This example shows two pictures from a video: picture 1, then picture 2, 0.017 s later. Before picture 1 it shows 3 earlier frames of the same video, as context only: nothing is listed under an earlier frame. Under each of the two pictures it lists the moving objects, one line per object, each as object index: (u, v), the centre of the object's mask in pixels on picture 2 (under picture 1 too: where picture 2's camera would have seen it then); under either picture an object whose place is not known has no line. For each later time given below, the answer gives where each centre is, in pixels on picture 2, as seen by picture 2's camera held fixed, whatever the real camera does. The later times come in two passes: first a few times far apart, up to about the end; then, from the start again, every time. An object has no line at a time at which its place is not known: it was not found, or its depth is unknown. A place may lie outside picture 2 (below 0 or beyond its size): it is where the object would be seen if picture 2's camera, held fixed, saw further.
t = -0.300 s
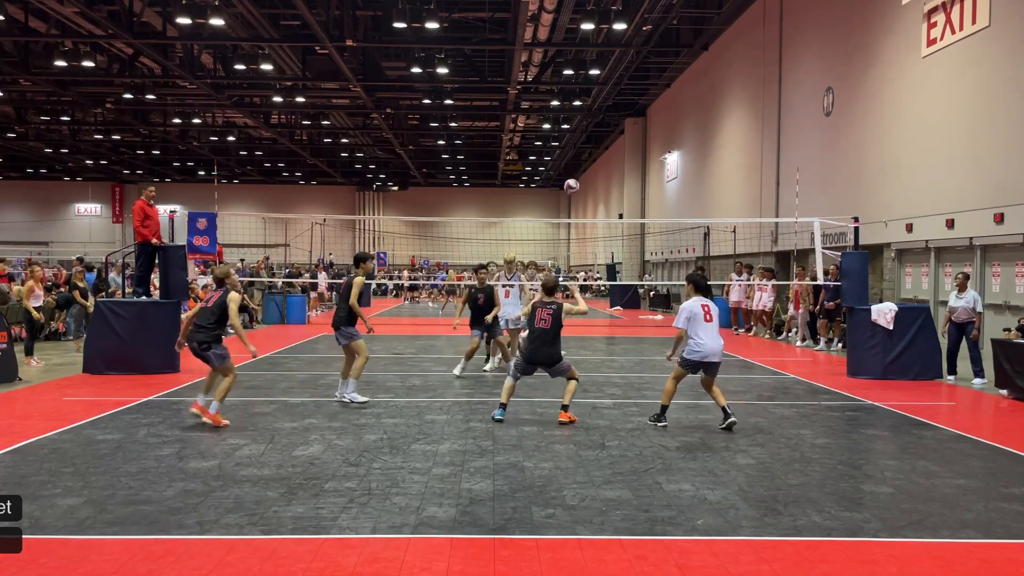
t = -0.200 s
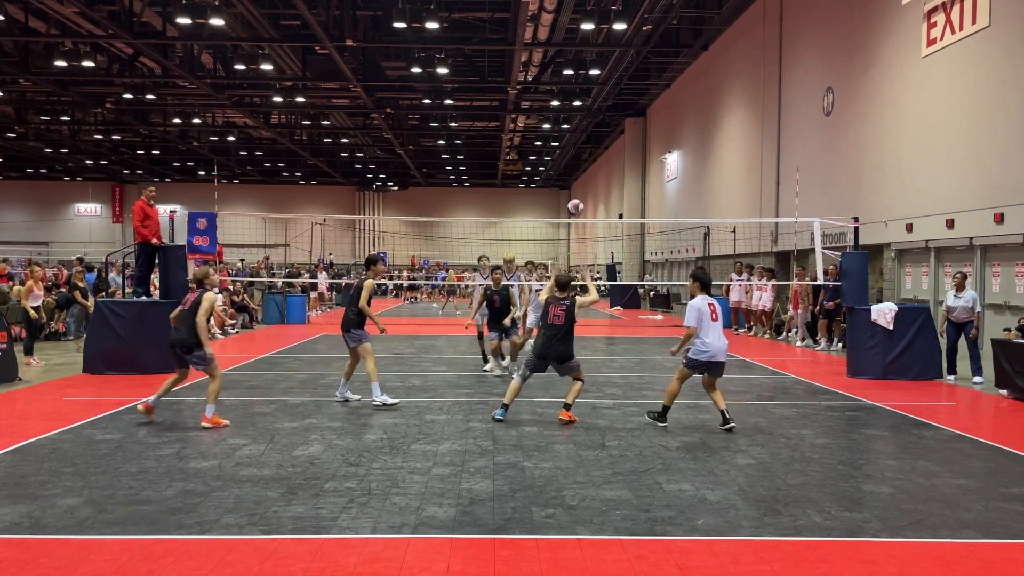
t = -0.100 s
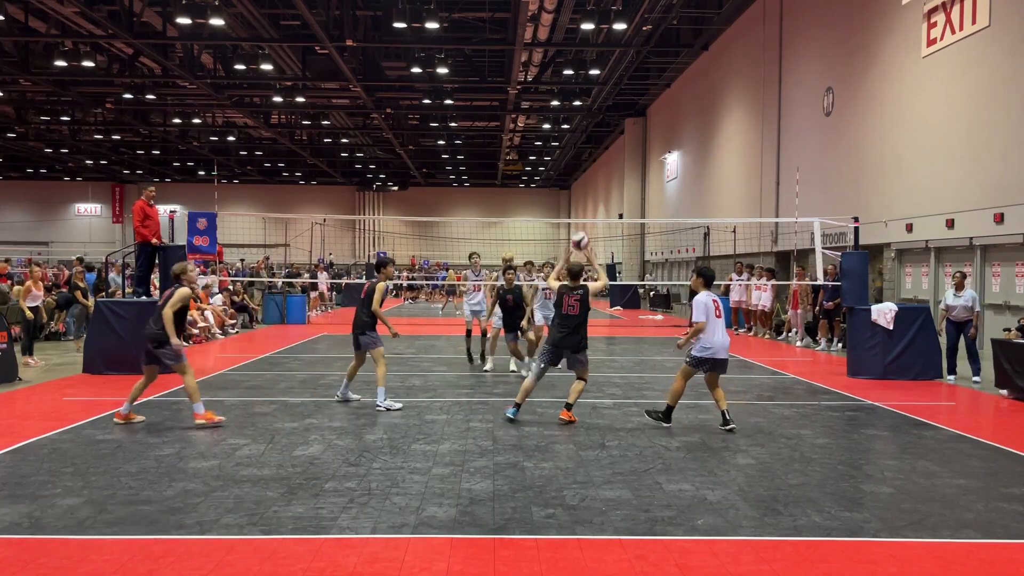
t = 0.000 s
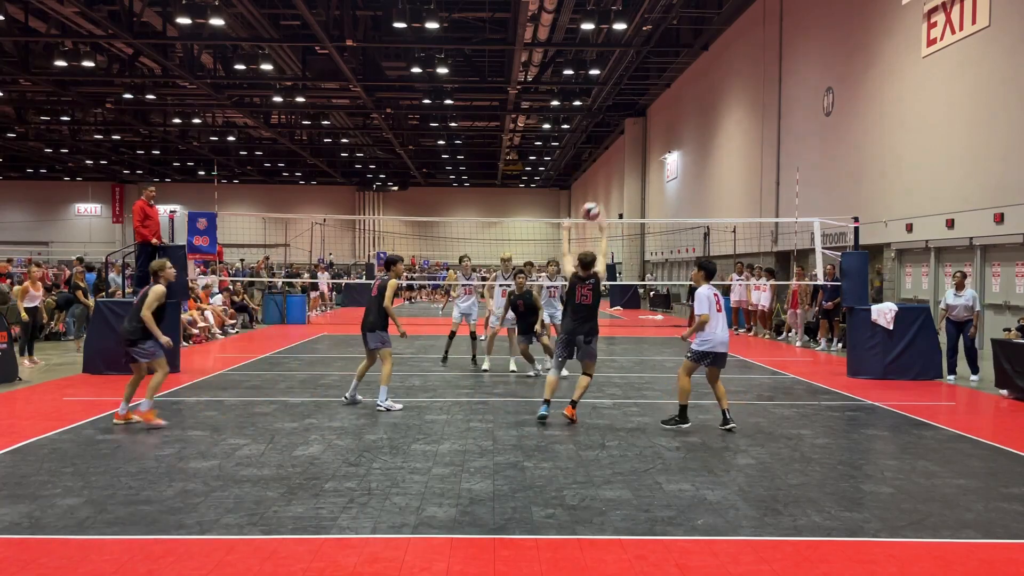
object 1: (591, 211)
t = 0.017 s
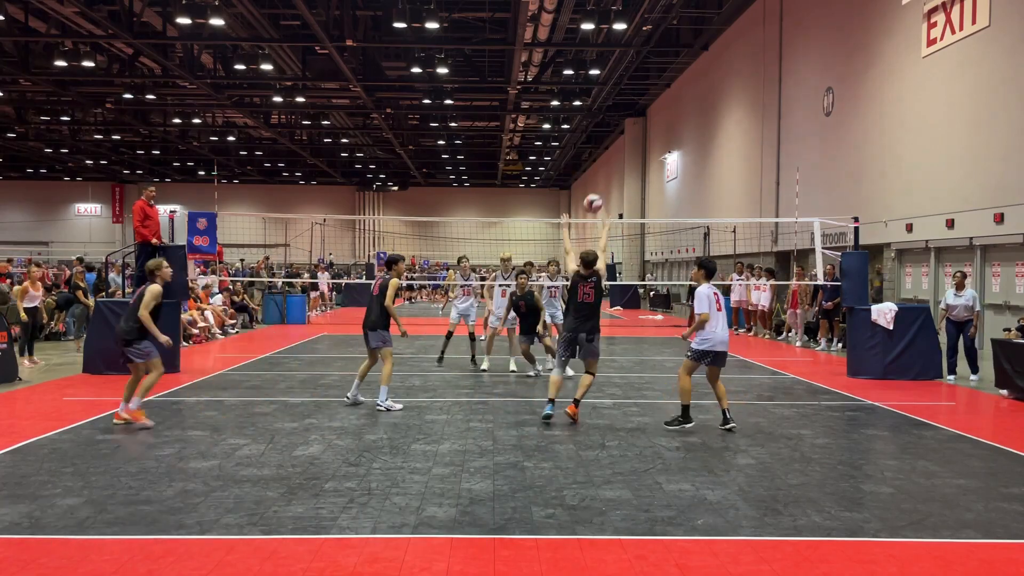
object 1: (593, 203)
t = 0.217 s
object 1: (619, 134)
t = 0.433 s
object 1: (644, 105)
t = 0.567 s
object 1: (658, 106)
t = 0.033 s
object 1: (595, 196)
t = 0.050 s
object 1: (598, 188)
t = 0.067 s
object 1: (601, 181)
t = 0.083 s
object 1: (603, 175)
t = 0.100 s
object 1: (605, 169)
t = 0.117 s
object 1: (607, 163)
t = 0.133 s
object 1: (610, 157)
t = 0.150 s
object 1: (611, 152)
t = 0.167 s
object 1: (613, 147)
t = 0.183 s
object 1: (615, 142)
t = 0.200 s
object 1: (617, 138)
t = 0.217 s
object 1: (619, 134)
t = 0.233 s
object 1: (621, 131)
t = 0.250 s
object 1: (624, 127)
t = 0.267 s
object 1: (626, 124)
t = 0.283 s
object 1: (628, 120)
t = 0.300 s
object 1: (630, 118)
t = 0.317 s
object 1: (632, 115)
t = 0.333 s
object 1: (634, 113)
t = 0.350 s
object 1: (635, 111)
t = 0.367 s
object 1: (637, 109)
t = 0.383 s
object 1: (639, 108)
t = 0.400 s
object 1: (641, 107)
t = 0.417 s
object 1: (643, 106)
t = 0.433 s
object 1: (644, 105)
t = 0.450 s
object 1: (646, 104)
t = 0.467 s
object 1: (648, 104)
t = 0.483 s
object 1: (649, 104)
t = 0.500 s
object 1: (651, 104)
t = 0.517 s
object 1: (653, 104)
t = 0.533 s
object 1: (654, 104)
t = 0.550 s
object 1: (656, 105)
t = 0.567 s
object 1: (658, 106)
